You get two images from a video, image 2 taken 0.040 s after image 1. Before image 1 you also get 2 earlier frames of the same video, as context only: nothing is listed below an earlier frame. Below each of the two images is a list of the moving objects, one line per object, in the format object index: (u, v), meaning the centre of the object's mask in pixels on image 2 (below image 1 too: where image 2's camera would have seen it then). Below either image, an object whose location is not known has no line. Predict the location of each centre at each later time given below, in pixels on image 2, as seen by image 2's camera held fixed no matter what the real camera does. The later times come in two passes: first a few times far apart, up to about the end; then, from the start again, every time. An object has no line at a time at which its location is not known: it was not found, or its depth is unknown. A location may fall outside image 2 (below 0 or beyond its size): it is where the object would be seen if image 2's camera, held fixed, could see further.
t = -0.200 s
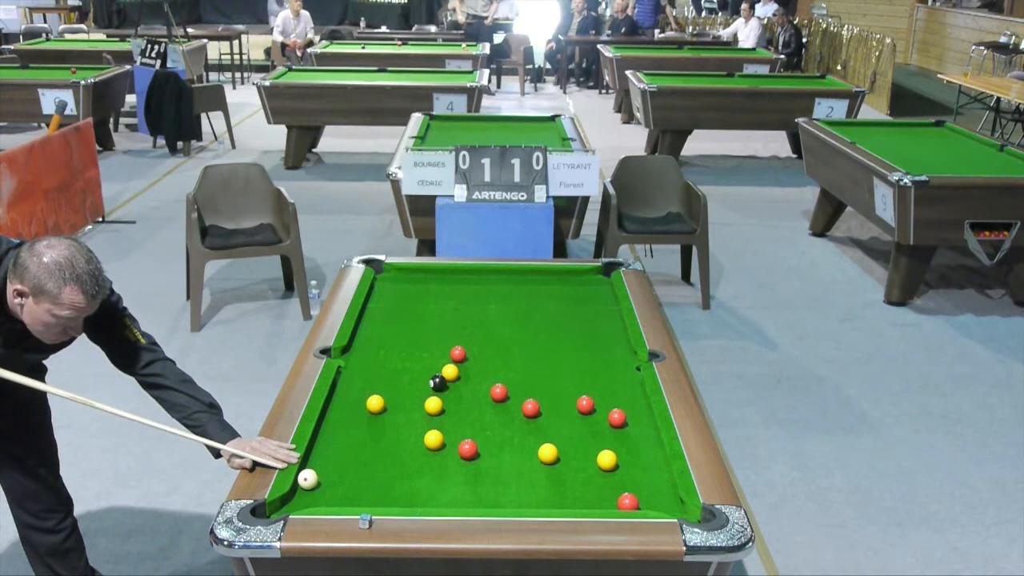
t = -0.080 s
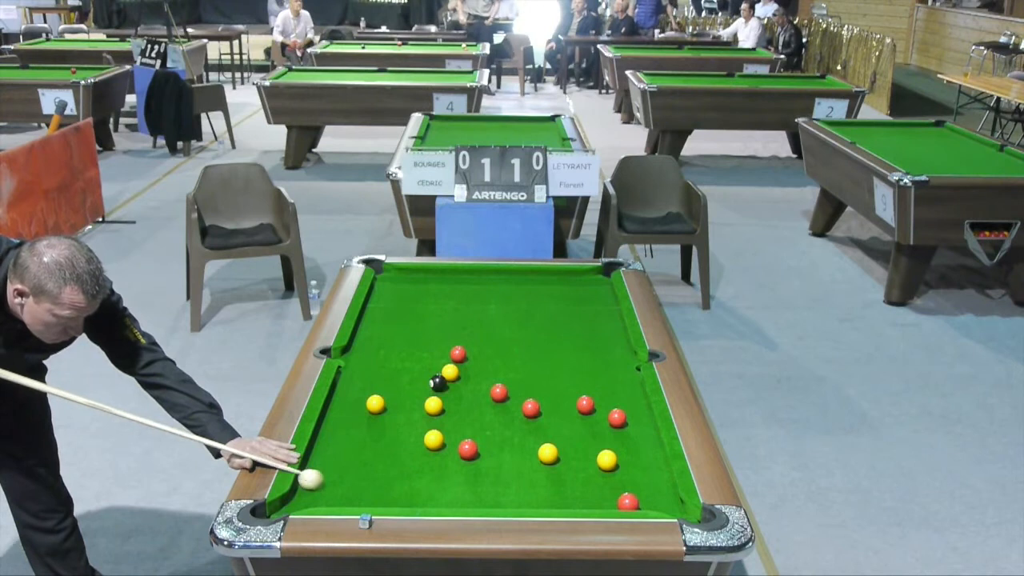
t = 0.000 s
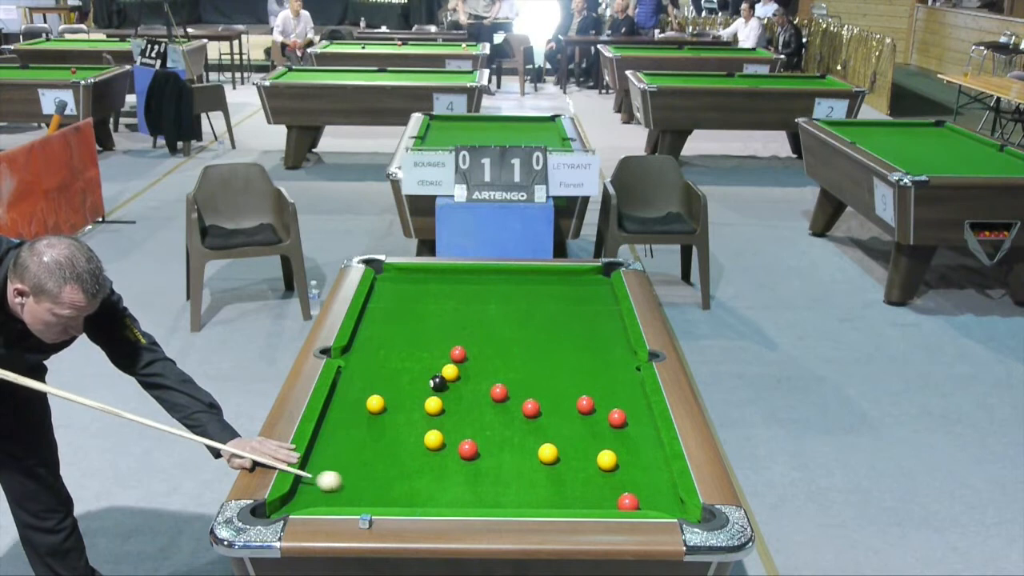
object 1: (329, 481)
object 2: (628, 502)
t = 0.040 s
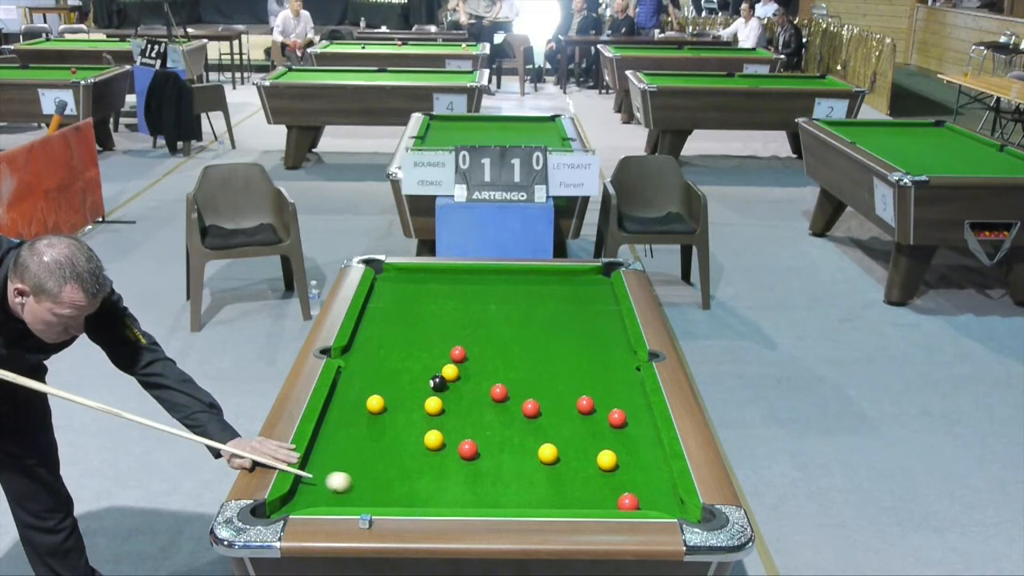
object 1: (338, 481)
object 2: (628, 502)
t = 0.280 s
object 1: (393, 487)
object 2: (628, 502)
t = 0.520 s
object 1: (446, 492)
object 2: (628, 502)
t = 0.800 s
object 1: (505, 498)
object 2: (628, 502)
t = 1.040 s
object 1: (552, 501)
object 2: (628, 502)
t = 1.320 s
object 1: (605, 504)
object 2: (628, 502)
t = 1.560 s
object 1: (614, 503)
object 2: (646, 501)
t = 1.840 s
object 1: (620, 500)
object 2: (664, 499)
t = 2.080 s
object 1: (623, 499)
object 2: (665, 498)
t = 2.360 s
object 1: (625, 497)
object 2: (656, 498)
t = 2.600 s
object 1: (626, 497)
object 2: (652, 499)
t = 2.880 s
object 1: (626, 497)
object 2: (650, 499)
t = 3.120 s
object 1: (626, 497)
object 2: (650, 499)
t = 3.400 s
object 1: (626, 497)
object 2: (650, 499)
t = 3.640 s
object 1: (626, 497)
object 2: (649, 499)
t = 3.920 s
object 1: (626, 497)
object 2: (649, 499)
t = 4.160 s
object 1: (626, 497)
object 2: (649, 499)
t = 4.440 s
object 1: (626, 497)
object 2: (649, 499)
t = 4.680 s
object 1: (626, 497)
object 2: (649, 499)
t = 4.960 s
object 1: (626, 498)
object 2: (649, 498)
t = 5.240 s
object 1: (626, 497)
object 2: (649, 498)
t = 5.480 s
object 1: (626, 497)
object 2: (649, 498)
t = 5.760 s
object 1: (626, 497)
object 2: (649, 498)
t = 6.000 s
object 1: (626, 497)
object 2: (649, 498)
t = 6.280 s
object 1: (626, 497)
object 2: (649, 498)
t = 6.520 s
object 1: (626, 497)
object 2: (649, 498)
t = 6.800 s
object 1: (626, 497)
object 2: (649, 499)
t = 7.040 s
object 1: (626, 497)
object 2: (649, 498)
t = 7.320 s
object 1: (626, 497)
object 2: (649, 499)
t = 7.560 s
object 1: (626, 497)
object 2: (649, 498)
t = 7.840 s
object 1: (626, 497)
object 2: (649, 499)
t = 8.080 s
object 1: (626, 497)
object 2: (650, 499)
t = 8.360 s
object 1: (626, 497)
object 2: (649, 498)
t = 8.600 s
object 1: (626, 497)
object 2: (649, 498)
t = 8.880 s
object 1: (626, 497)
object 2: (650, 499)
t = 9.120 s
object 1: (626, 497)
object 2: (650, 499)
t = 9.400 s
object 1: (626, 497)
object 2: (649, 498)
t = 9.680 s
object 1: (626, 497)
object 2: (649, 499)
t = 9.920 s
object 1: (626, 497)
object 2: (649, 499)
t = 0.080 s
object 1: (347, 482)
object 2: (628, 502)
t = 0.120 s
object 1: (356, 483)
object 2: (628, 502)
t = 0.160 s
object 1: (366, 484)
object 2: (628, 502)
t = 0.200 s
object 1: (375, 485)
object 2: (628, 502)
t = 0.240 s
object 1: (384, 486)
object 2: (628, 502)
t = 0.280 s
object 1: (393, 487)
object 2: (628, 502)
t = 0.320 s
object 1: (402, 488)
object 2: (628, 502)
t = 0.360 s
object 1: (411, 488)
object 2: (628, 502)
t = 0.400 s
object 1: (420, 489)
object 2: (628, 502)
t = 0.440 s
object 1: (429, 490)
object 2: (628, 502)
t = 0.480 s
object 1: (437, 491)
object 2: (628, 502)
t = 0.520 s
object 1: (446, 492)
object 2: (628, 502)
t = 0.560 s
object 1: (454, 493)
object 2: (628, 502)
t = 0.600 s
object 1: (463, 494)
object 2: (628, 502)
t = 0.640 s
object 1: (471, 495)
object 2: (628, 502)
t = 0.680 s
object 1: (480, 495)
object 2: (628, 502)
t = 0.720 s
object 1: (488, 496)
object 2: (628, 502)
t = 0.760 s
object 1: (496, 497)
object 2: (628, 502)
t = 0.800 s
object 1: (505, 498)
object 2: (628, 502)
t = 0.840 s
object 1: (513, 498)
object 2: (628, 502)
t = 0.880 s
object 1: (521, 499)
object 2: (628, 502)
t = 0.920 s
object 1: (529, 499)
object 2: (628, 502)
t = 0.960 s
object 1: (537, 500)
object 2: (628, 502)
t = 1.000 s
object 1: (544, 501)
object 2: (628, 502)
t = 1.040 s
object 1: (552, 501)
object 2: (628, 502)
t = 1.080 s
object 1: (560, 502)
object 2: (628, 502)
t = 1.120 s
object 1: (568, 502)
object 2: (628, 502)
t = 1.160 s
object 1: (576, 503)
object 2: (628, 502)
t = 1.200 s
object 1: (583, 503)
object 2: (628, 502)
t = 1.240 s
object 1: (590, 504)
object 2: (628, 502)
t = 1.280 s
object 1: (598, 504)
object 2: (628, 502)
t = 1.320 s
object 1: (605, 504)
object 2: (628, 502)
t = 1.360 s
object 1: (609, 505)
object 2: (630, 502)
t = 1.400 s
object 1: (611, 505)
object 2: (634, 502)
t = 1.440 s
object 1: (612, 504)
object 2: (637, 501)
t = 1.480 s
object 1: (613, 504)
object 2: (640, 501)
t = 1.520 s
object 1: (614, 504)
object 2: (643, 501)
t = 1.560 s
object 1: (614, 503)
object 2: (646, 501)
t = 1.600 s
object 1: (615, 503)
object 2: (649, 500)
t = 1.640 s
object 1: (616, 502)
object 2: (652, 500)
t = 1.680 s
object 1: (617, 502)
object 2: (654, 500)
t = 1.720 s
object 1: (618, 501)
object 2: (657, 500)
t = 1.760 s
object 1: (619, 501)
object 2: (659, 500)
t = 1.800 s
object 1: (619, 501)
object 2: (662, 499)
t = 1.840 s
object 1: (620, 500)
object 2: (664, 499)
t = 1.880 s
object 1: (621, 500)
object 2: (667, 499)
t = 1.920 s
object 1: (621, 500)
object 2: (669, 498)
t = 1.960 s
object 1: (622, 499)
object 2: (670, 498)
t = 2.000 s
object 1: (623, 499)
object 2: (668, 498)
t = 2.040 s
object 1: (623, 499)
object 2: (667, 498)
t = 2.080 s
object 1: (623, 499)
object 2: (665, 498)
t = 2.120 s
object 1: (624, 498)
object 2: (664, 498)
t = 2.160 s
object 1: (624, 498)
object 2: (662, 498)
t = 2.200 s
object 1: (624, 498)
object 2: (661, 498)
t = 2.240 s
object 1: (625, 498)
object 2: (660, 498)
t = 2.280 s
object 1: (625, 497)
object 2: (659, 498)
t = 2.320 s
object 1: (625, 497)
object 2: (657, 498)
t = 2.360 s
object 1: (625, 497)
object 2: (656, 498)
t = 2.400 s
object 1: (626, 497)
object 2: (656, 498)
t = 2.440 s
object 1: (626, 497)
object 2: (655, 498)
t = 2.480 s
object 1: (626, 497)
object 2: (654, 499)
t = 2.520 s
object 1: (626, 497)
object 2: (653, 499)
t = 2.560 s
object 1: (626, 497)
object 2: (653, 499)
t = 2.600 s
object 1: (626, 497)
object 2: (652, 499)
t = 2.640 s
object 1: (626, 497)
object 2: (651, 499)
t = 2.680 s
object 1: (626, 497)
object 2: (651, 499)
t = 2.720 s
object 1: (626, 497)
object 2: (651, 499)
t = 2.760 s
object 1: (626, 497)
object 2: (650, 499)
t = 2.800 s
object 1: (626, 497)
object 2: (650, 499)
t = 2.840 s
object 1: (626, 497)
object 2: (650, 499)
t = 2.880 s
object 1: (626, 497)
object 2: (650, 499)
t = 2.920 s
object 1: (626, 497)
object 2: (650, 499)
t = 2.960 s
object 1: (626, 497)
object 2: (650, 499)
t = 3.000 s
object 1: (626, 497)
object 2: (650, 499)
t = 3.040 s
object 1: (626, 497)
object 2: (650, 499)
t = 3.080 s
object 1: (626, 497)
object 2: (650, 499)
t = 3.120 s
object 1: (626, 497)
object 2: (650, 499)
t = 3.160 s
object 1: (626, 497)
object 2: (650, 499)
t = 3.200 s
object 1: (626, 497)
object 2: (650, 499)
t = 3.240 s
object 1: (626, 497)
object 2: (650, 499)
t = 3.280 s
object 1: (626, 497)
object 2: (650, 499)
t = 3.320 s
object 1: (626, 497)
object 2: (650, 499)
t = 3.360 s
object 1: (626, 497)
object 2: (650, 499)
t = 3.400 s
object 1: (626, 497)
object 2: (650, 499)
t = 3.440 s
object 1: (626, 497)
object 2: (650, 499)
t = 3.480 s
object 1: (626, 497)
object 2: (650, 499)
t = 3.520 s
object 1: (626, 497)
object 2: (650, 499)
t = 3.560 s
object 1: (626, 497)
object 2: (650, 499)
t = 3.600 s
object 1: (626, 497)
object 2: (649, 499)
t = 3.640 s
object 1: (626, 497)
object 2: (649, 499)
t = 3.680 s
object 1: (626, 497)
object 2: (649, 499)
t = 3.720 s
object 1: (626, 497)
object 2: (649, 499)
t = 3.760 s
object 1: (626, 497)
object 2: (649, 499)
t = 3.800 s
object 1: (626, 497)
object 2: (649, 499)
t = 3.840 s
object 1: (626, 497)
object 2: (649, 499)
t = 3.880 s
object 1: (626, 497)
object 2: (649, 499)
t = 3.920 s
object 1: (626, 497)
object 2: (649, 499)
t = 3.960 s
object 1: (626, 497)
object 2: (650, 499)
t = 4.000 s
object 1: (626, 497)
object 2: (649, 499)
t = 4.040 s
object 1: (626, 497)
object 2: (649, 499)
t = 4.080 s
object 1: (626, 497)
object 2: (649, 499)
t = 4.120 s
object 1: (626, 497)
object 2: (649, 499)
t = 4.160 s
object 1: (626, 497)
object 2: (649, 499)
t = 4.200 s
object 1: (626, 497)
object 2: (649, 499)
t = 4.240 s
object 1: (626, 498)
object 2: (649, 499)
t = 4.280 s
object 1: (626, 498)
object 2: (649, 499)
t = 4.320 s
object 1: (626, 497)
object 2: (649, 499)
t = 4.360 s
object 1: (626, 498)
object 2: (649, 499)
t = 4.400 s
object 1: (626, 498)
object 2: (649, 499)
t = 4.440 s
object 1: (626, 497)
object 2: (649, 499)
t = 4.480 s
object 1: (626, 497)
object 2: (649, 499)
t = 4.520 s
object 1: (626, 497)
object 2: (649, 499)
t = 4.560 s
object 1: (626, 498)
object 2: (649, 499)
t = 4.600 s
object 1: (626, 497)
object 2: (649, 499)
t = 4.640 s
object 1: (626, 497)
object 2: (649, 499)
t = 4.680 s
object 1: (626, 497)
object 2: (649, 499)
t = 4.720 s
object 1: (626, 497)
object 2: (649, 499)
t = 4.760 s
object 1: (626, 498)
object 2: (649, 499)
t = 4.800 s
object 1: (626, 497)
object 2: (649, 498)
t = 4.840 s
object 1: (626, 498)
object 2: (649, 498)
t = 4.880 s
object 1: (626, 498)
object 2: (649, 498)
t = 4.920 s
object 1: (626, 497)
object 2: (649, 498)
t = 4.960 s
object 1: (626, 498)
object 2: (649, 498)
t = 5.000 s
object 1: (626, 497)
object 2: (649, 498)
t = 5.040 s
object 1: (626, 497)
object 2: (649, 498)
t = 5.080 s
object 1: (626, 497)
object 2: (649, 498)
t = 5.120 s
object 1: (626, 497)
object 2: (649, 498)
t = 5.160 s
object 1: (626, 497)
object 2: (649, 498)
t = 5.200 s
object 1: (626, 497)
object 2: (649, 498)
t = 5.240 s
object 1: (626, 497)
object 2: (649, 498)
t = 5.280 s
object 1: (626, 497)
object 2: (649, 498)
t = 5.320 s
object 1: (626, 497)
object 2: (649, 498)
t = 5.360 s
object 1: (626, 497)
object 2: (649, 498)
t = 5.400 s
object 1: (626, 497)
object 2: (649, 498)
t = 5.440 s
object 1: (626, 497)
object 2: (649, 498)
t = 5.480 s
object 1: (626, 497)
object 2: (649, 498)
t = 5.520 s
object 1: (626, 497)
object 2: (649, 498)
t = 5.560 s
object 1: (626, 497)
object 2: (649, 498)
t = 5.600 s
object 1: (626, 497)
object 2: (649, 498)
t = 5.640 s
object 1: (626, 497)
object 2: (649, 498)
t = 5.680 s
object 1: (626, 497)
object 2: (649, 498)
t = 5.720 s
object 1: (626, 497)
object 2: (649, 498)
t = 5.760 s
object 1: (626, 497)
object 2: (649, 498)
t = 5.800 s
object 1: (626, 497)
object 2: (649, 498)
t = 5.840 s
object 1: (626, 497)
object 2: (649, 498)
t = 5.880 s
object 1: (626, 497)
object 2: (649, 498)
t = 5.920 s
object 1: (626, 497)
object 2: (649, 498)
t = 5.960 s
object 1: (626, 497)
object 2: (649, 498)
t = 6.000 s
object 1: (626, 497)
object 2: (649, 498)
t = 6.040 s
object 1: (626, 497)
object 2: (649, 498)
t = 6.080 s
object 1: (626, 497)
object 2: (649, 498)
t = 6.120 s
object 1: (626, 497)
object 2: (649, 498)
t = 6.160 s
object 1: (626, 497)
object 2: (649, 498)
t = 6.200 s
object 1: (626, 497)
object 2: (649, 498)
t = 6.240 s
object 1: (626, 497)
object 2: (649, 498)
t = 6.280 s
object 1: (626, 497)
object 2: (649, 498)
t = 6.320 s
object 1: (626, 497)
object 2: (649, 498)
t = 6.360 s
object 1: (626, 497)
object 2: (649, 498)
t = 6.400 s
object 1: (626, 497)
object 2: (649, 498)
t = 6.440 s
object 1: (626, 497)
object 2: (649, 498)
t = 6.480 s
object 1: (626, 497)
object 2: (649, 498)
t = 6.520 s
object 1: (626, 497)
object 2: (649, 498)
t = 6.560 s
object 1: (626, 497)
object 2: (649, 498)
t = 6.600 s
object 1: (626, 498)
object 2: (649, 498)
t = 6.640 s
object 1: (626, 497)
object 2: (649, 498)
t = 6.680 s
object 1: (626, 497)
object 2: (649, 498)
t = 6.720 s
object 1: (626, 497)
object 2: (649, 498)
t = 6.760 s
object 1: (626, 497)
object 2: (649, 498)
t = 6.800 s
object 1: (626, 497)
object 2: (649, 499)
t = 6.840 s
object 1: (626, 497)
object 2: (649, 499)
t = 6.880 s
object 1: (626, 497)
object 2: (649, 499)
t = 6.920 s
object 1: (626, 497)
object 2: (649, 499)
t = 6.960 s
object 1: (626, 497)
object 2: (649, 499)
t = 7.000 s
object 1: (626, 497)
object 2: (649, 499)
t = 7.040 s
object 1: (626, 497)
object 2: (649, 498)
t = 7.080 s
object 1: (626, 497)
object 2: (649, 499)
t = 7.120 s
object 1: (626, 497)
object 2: (649, 499)
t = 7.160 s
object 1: (626, 497)
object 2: (649, 499)
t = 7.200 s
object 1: (626, 497)
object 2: (649, 499)
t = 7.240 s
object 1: (626, 497)
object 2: (649, 499)
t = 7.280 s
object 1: (626, 497)
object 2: (649, 499)
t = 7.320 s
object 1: (626, 497)
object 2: (649, 499)
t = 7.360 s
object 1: (626, 497)
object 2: (649, 499)
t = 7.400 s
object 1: (626, 497)
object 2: (649, 499)
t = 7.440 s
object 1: (626, 497)
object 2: (649, 499)
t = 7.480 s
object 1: (626, 497)
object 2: (649, 499)
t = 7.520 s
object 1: (626, 497)
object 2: (649, 499)
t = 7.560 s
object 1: (626, 497)
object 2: (649, 498)
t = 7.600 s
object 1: (626, 497)
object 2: (649, 498)
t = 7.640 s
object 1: (626, 497)
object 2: (649, 499)
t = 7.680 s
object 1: (626, 497)
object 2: (649, 499)
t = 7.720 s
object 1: (626, 497)
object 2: (649, 499)
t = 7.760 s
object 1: (626, 497)
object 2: (649, 499)
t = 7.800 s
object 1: (626, 497)
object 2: (649, 499)
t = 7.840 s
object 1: (626, 497)
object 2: (649, 499)
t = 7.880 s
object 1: (626, 497)
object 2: (649, 499)
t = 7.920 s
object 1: (626, 497)
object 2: (649, 499)
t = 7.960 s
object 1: (626, 497)
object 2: (649, 499)
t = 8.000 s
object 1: (626, 497)
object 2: (649, 499)
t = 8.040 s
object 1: (626, 497)
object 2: (649, 498)
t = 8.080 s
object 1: (626, 497)
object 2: (650, 499)
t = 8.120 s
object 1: (626, 497)
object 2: (649, 498)
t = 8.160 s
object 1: (626, 497)
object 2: (649, 498)
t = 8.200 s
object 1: (626, 497)
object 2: (649, 498)
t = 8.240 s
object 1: (626, 497)
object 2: (649, 498)
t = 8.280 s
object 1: (626, 497)
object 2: (649, 498)
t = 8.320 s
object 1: (626, 497)
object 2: (650, 499)
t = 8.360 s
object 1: (626, 497)
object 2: (649, 498)
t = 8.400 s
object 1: (626, 497)
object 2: (650, 499)
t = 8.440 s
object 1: (626, 497)
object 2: (649, 498)
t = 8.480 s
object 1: (626, 497)
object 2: (650, 499)
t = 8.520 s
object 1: (626, 497)
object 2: (649, 498)
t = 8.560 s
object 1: (626, 497)
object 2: (650, 499)
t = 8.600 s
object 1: (626, 497)
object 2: (649, 498)
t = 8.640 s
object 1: (626, 497)
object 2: (650, 499)
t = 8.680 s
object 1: (626, 497)
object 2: (649, 498)
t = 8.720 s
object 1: (626, 497)
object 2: (650, 499)
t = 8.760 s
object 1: (626, 497)
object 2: (649, 498)
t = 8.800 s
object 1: (626, 497)
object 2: (650, 499)
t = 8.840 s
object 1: (626, 497)
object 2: (649, 498)
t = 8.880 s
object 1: (626, 497)
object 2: (650, 499)
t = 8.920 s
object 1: (626, 497)
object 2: (649, 498)
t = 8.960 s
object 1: (626, 497)
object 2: (650, 499)
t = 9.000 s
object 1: (626, 497)
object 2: (649, 498)
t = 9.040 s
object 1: (626, 497)
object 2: (650, 499)
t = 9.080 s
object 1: (626, 497)
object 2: (649, 498)
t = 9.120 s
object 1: (626, 497)
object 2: (650, 499)
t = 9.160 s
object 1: (626, 497)
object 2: (649, 498)
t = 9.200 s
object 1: (626, 497)
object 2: (650, 499)
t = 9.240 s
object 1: (626, 497)
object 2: (649, 498)
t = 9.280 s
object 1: (626, 497)
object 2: (650, 499)
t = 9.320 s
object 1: (626, 497)
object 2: (649, 498)
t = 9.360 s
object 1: (626, 497)
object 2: (650, 499)
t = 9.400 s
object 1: (626, 497)
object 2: (649, 498)
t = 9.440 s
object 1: (626, 497)
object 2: (649, 499)
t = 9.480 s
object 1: (626, 497)
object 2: (649, 498)
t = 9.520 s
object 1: (626, 497)
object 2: (650, 499)
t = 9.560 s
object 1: (626, 497)
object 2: (649, 498)
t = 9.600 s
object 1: (626, 497)
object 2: (650, 499)
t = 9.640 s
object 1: (626, 497)
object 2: (649, 498)
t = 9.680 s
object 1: (626, 497)
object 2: (649, 499)
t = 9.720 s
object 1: (626, 497)
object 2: (650, 499)
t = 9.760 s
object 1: (626, 497)
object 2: (649, 498)
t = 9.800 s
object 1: (626, 497)
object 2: (650, 499)
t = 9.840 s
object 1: (626, 497)
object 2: (649, 498)
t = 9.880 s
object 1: (626, 497)
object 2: (650, 499)
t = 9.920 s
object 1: (626, 497)
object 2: (649, 499)
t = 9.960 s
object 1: (626, 497)
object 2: (649, 499)
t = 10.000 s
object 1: (626, 497)
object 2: (649, 499)
